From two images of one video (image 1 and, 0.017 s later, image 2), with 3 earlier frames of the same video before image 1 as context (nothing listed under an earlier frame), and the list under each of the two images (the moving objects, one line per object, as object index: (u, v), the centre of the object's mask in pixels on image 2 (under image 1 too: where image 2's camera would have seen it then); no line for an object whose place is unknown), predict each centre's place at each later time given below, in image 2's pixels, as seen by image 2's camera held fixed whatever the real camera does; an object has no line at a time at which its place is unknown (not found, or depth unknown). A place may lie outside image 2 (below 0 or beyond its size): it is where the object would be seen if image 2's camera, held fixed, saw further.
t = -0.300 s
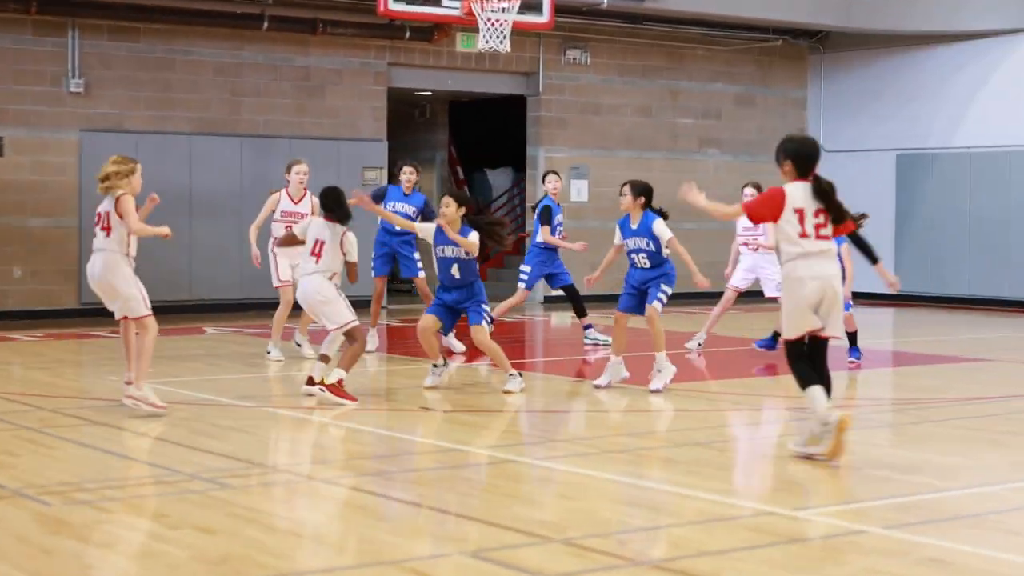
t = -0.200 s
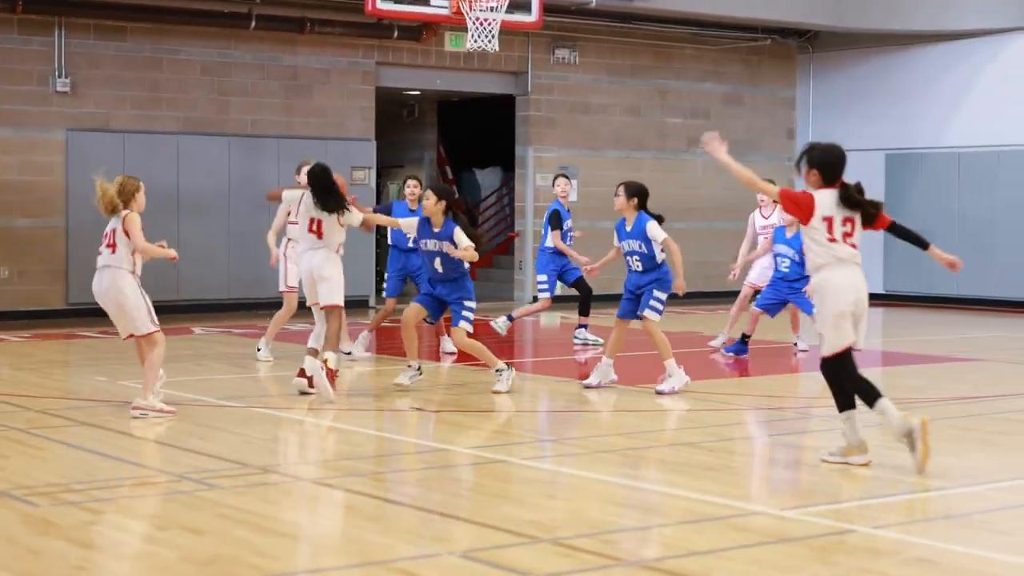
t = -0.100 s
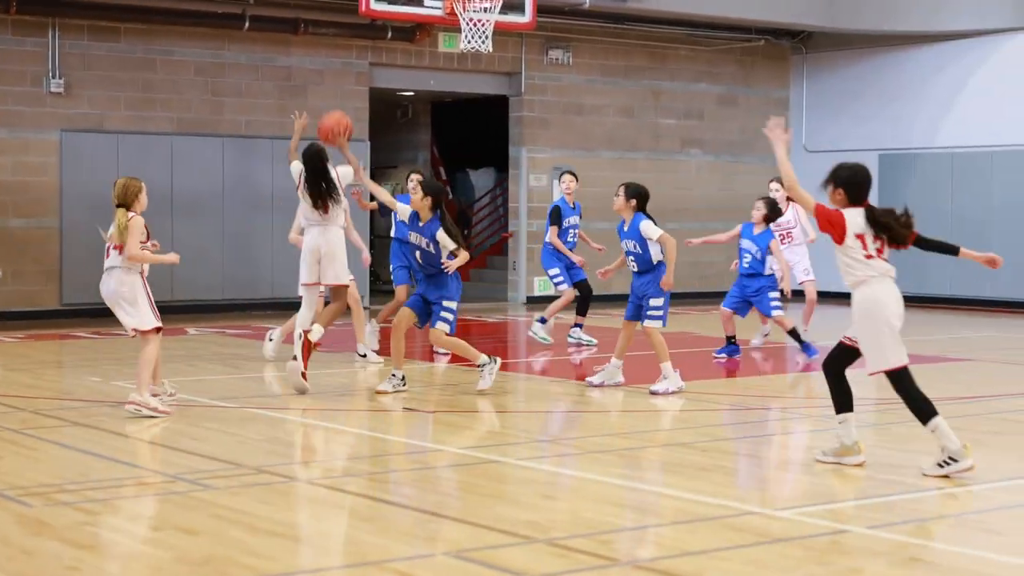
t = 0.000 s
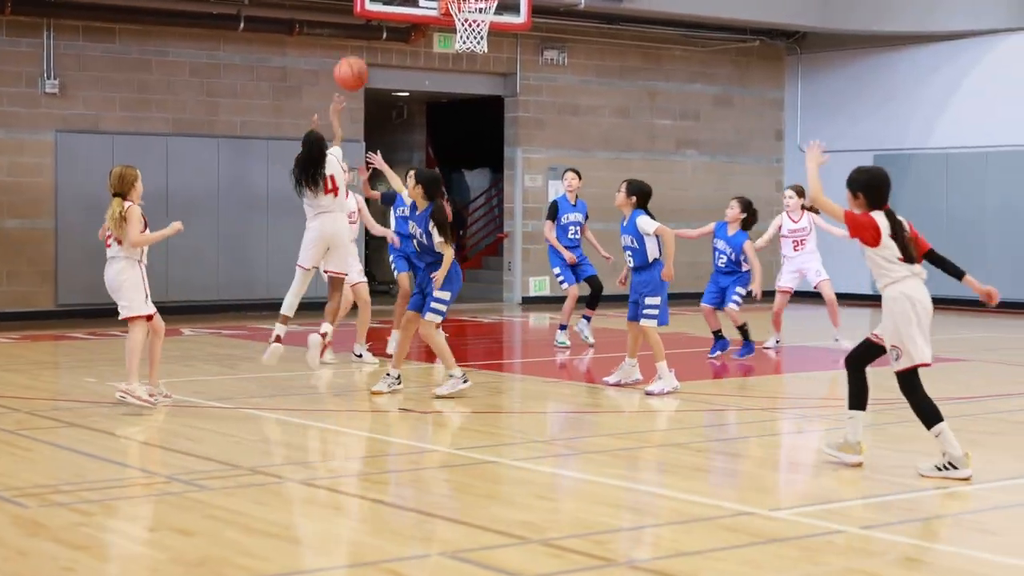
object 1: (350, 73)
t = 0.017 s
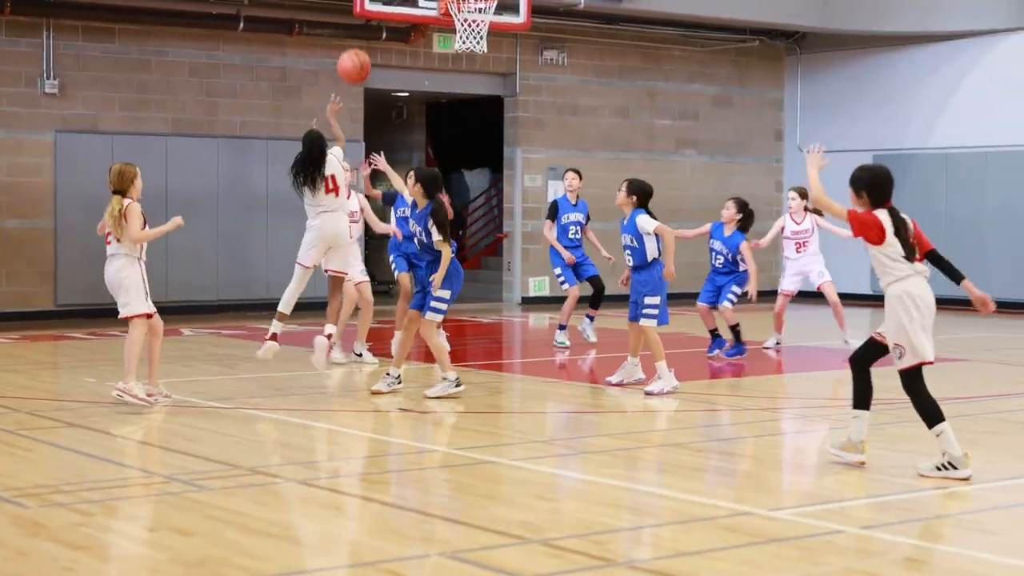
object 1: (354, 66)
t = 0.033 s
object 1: (357, 58)
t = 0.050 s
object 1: (360, 52)
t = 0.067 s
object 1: (363, 46)
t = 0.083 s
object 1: (367, 40)
